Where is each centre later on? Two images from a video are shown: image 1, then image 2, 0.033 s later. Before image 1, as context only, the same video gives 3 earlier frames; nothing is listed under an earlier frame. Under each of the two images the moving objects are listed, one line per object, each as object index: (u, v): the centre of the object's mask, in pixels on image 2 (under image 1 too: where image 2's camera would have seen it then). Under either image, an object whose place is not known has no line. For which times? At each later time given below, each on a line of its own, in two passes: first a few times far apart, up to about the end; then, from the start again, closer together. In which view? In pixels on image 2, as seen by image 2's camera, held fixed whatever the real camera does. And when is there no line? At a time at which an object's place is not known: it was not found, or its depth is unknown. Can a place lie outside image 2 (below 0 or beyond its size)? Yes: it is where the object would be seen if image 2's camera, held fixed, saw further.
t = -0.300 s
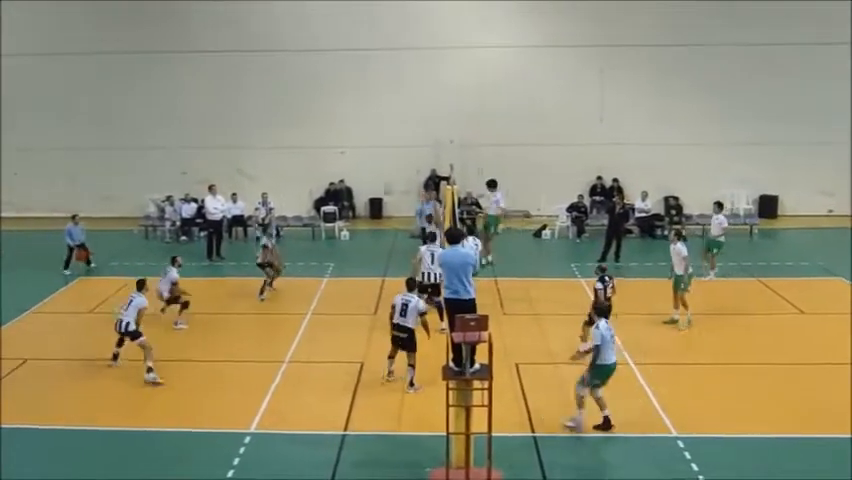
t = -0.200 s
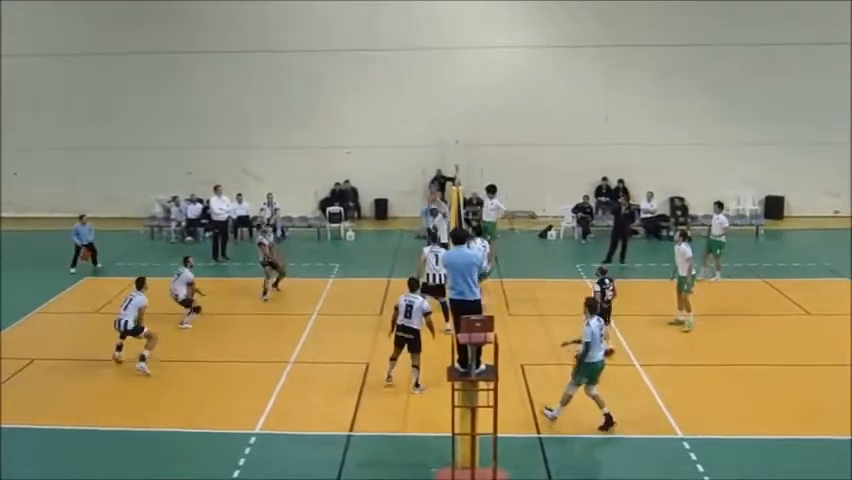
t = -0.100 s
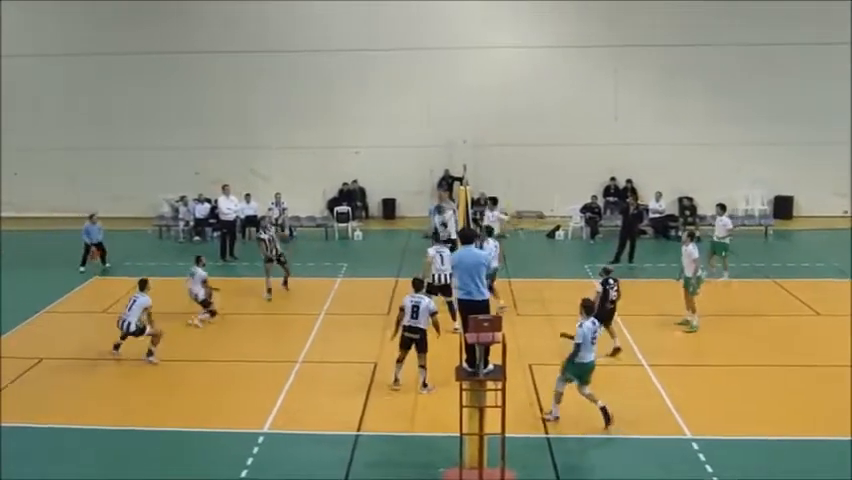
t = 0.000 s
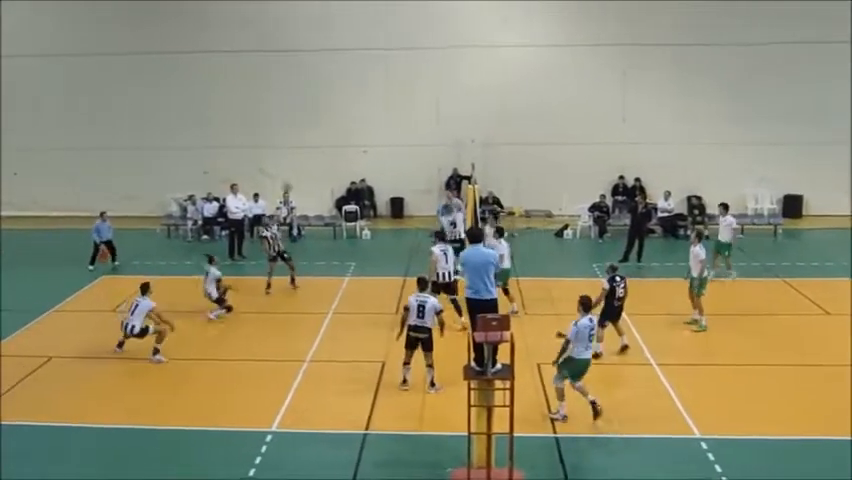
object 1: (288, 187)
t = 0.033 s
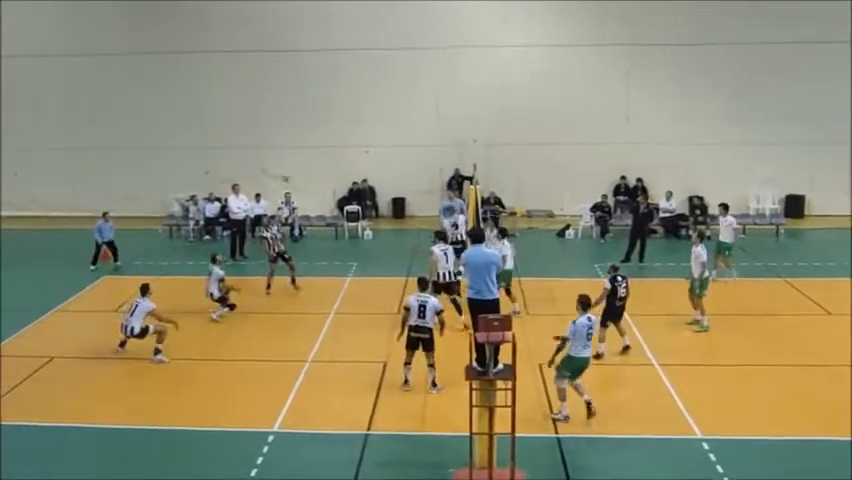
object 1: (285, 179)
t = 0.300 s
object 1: (260, 107)
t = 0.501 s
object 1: (233, 73)
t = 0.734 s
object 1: (193, 59)
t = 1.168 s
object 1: (104, 164)
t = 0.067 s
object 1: (284, 169)
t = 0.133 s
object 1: (276, 147)
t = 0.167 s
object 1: (275, 137)
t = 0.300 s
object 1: (260, 107)
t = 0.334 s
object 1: (257, 98)
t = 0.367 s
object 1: (252, 92)
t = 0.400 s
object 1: (246, 88)
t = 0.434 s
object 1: (242, 79)
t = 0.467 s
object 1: (238, 75)
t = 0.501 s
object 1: (233, 73)
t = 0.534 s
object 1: (229, 67)
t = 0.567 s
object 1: (223, 65)
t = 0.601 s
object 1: (217, 64)
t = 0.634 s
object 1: (211, 60)
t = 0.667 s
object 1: (205, 60)
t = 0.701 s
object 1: (202, 60)
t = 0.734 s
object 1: (193, 59)
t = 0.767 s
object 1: (186, 61)
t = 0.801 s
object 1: (181, 67)
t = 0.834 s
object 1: (174, 68)
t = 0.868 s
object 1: (168, 73)
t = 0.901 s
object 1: (164, 78)
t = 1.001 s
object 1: (145, 101)
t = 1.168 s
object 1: (104, 164)
